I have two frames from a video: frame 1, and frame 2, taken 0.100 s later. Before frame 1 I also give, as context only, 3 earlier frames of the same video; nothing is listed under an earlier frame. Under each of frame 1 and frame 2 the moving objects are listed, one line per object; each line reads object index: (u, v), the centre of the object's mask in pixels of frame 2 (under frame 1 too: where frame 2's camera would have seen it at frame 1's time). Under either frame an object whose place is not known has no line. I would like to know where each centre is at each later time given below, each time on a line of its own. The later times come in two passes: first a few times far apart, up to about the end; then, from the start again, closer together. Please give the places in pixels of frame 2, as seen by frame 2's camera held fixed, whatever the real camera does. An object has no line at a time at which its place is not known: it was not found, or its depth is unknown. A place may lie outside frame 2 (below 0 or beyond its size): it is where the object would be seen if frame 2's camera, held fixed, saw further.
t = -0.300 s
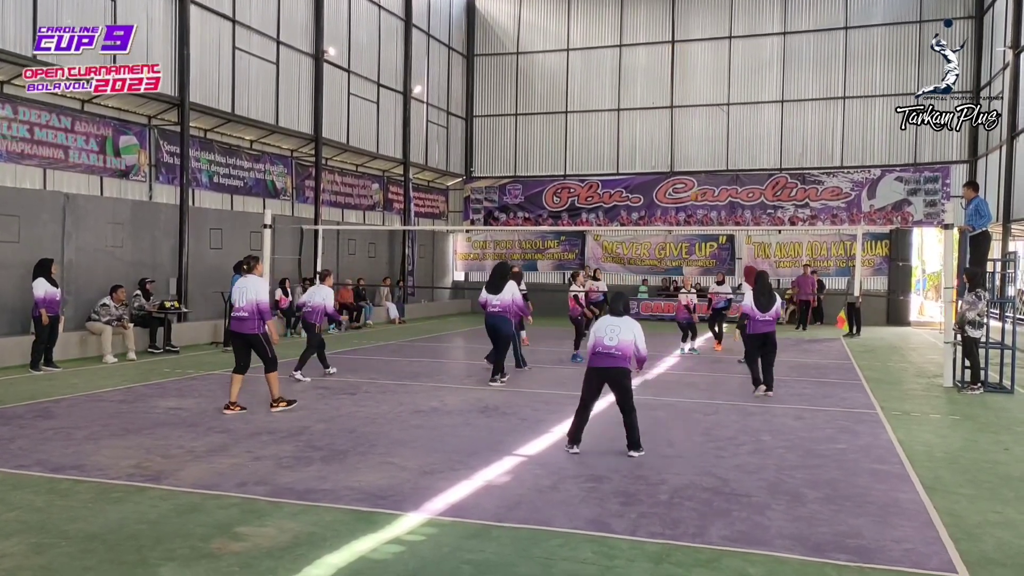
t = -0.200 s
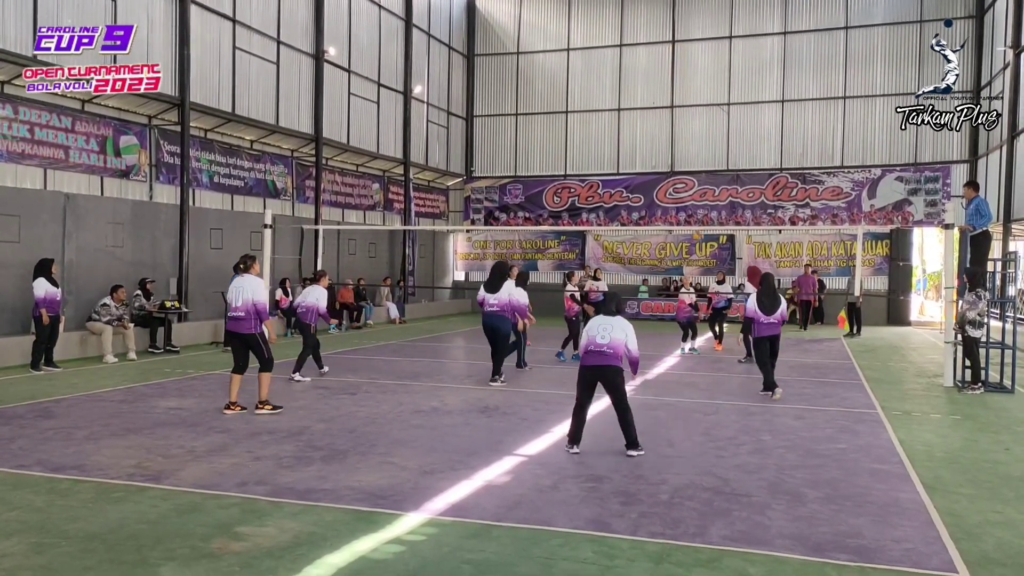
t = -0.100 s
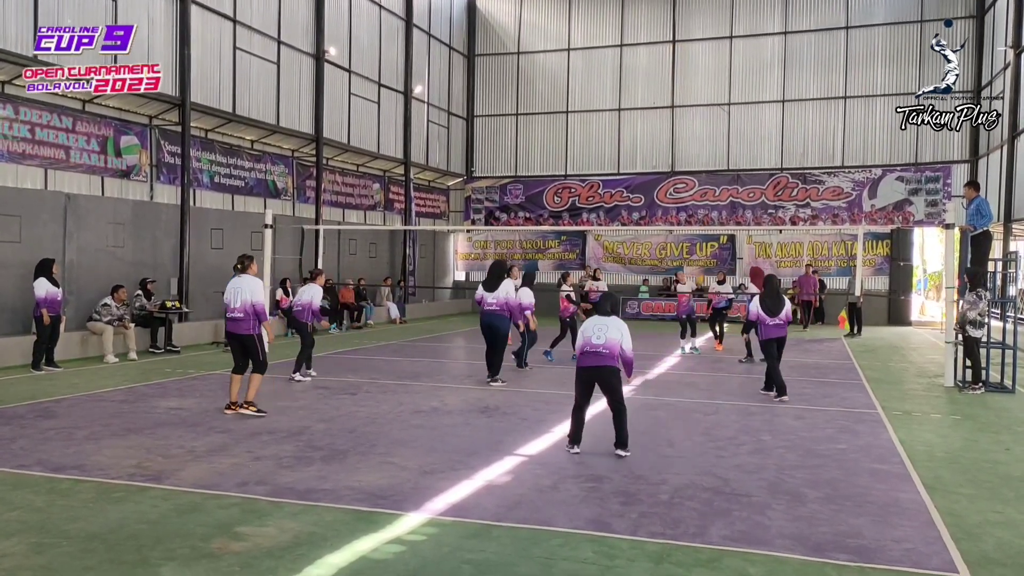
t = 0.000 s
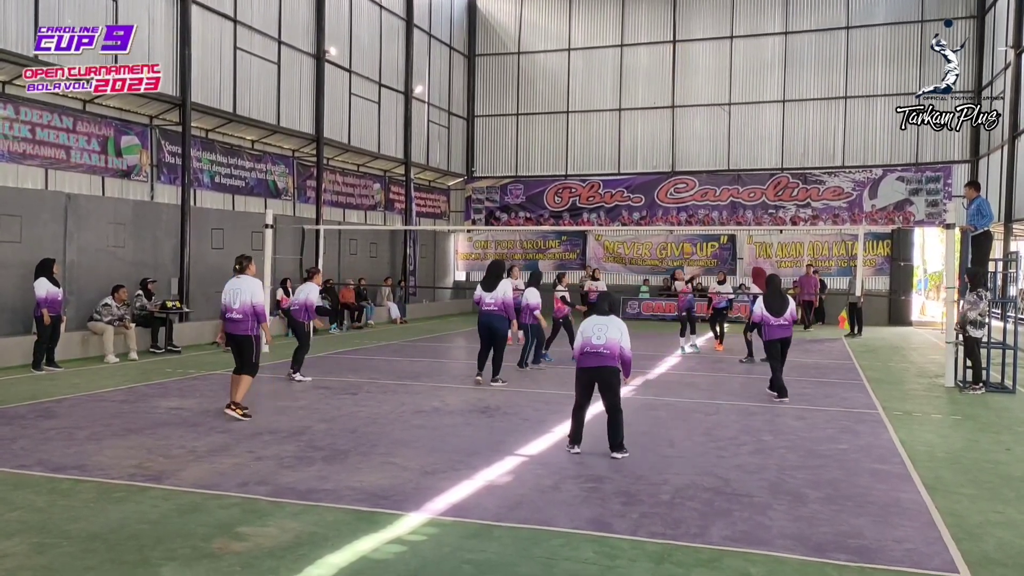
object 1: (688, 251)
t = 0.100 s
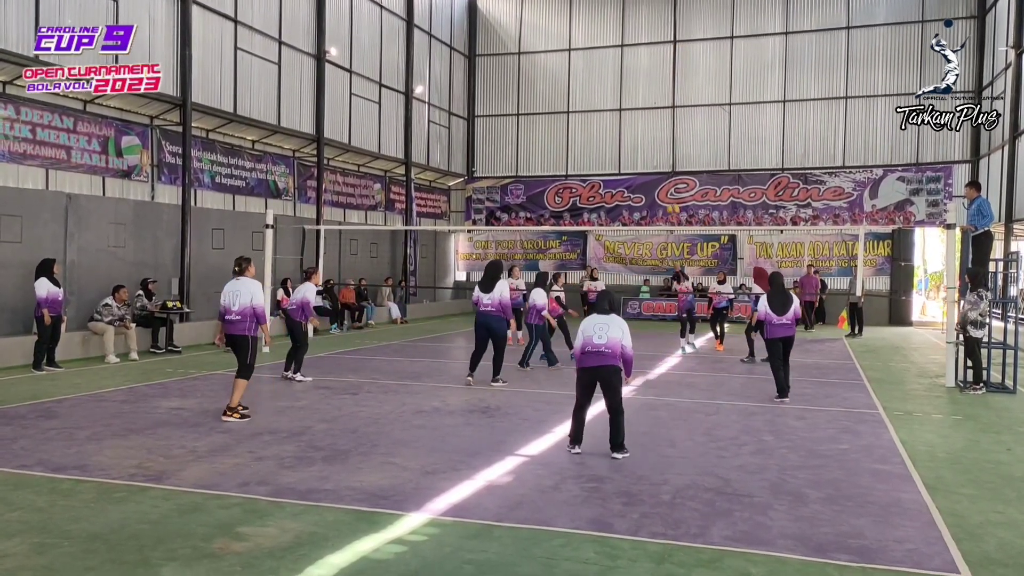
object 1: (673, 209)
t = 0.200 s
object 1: (658, 174)
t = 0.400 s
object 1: (621, 114)
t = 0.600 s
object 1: (583, 74)
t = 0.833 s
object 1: (532, 59)
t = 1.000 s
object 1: (491, 74)
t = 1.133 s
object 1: (457, 105)
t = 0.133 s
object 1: (669, 197)
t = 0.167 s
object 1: (662, 185)
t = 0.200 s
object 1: (658, 174)
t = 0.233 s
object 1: (651, 163)
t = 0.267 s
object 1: (645, 152)
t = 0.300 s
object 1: (640, 142)
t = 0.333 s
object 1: (633, 131)
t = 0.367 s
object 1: (627, 123)
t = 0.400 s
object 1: (621, 114)
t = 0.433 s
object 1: (615, 105)
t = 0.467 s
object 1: (609, 98)
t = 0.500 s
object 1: (603, 91)
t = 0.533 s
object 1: (596, 84)
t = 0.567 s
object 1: (589, 78)
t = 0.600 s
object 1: (583, 74)
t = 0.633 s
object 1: (576, 69)
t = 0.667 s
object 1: (568, 65)
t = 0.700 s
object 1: (562, 63)
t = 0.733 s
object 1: (555, 60)
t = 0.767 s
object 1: (547, 59)
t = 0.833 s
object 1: (532, 59)
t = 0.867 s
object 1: (524, 60)
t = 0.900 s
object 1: (516, 62)
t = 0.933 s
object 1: (508, 65)
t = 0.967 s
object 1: (500, 69)
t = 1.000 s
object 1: (491, 74)
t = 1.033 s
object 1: (483, 80)
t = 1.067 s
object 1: (474, 87)
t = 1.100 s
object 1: (466, 95)
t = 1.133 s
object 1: (457, 105)
